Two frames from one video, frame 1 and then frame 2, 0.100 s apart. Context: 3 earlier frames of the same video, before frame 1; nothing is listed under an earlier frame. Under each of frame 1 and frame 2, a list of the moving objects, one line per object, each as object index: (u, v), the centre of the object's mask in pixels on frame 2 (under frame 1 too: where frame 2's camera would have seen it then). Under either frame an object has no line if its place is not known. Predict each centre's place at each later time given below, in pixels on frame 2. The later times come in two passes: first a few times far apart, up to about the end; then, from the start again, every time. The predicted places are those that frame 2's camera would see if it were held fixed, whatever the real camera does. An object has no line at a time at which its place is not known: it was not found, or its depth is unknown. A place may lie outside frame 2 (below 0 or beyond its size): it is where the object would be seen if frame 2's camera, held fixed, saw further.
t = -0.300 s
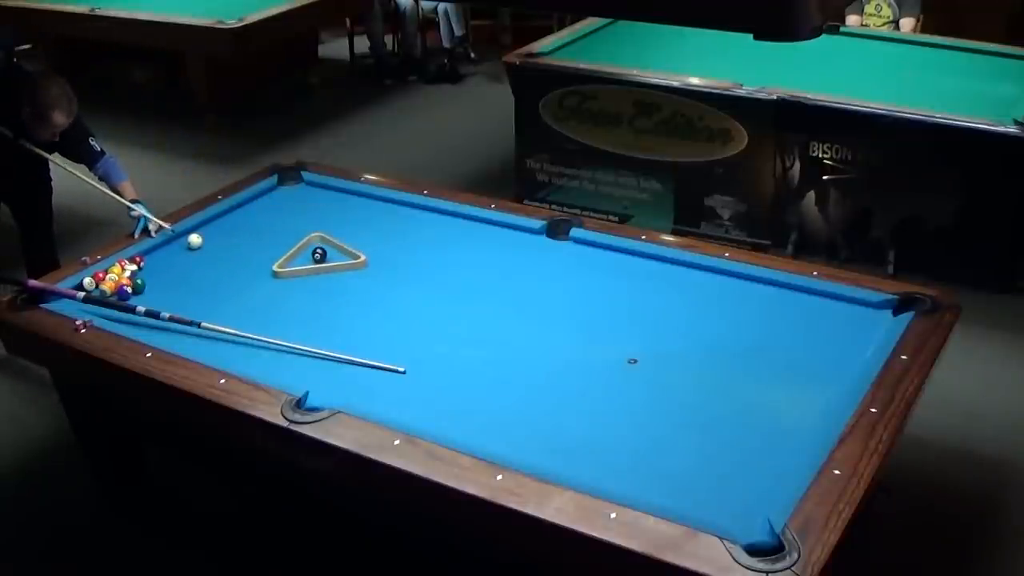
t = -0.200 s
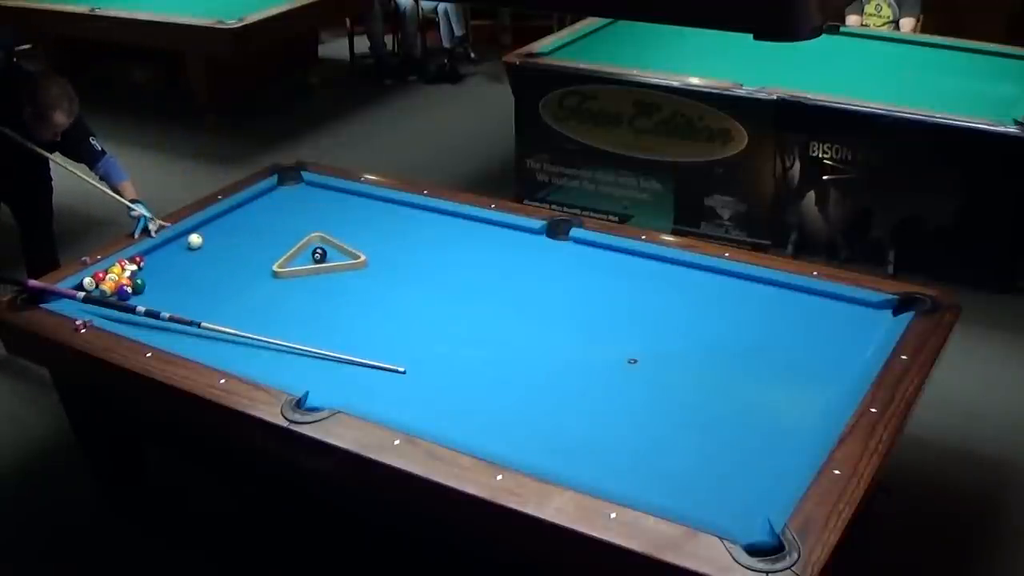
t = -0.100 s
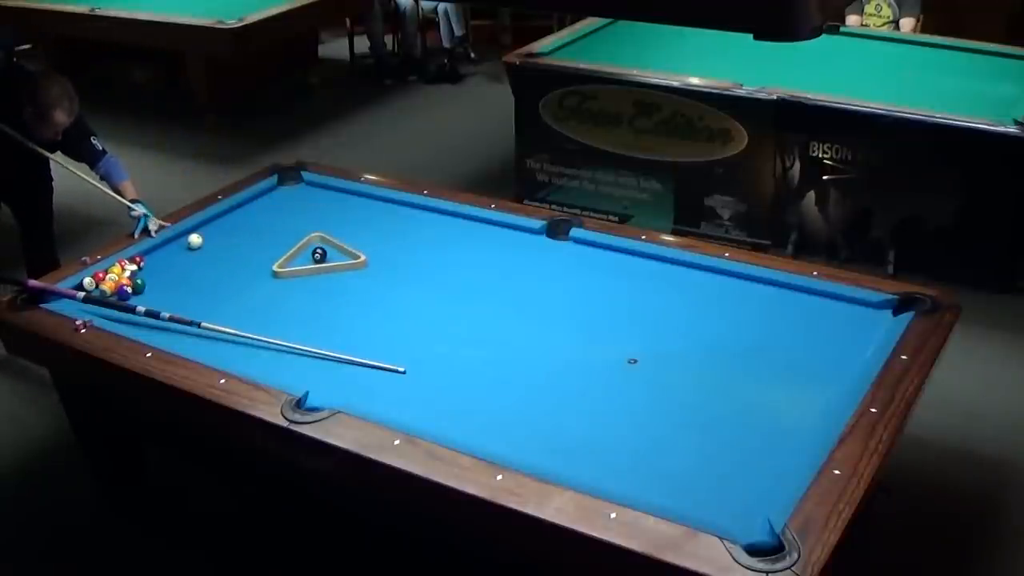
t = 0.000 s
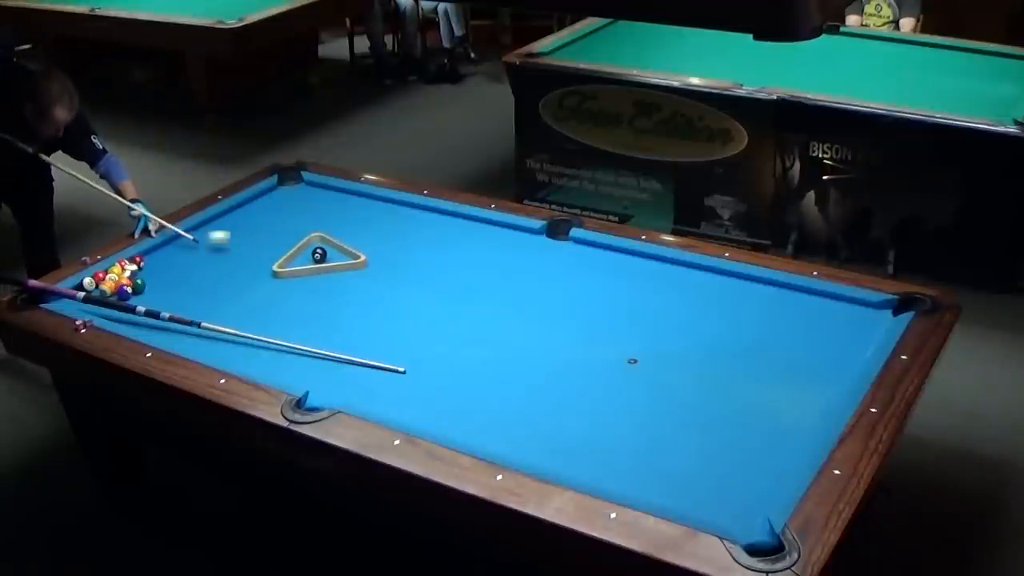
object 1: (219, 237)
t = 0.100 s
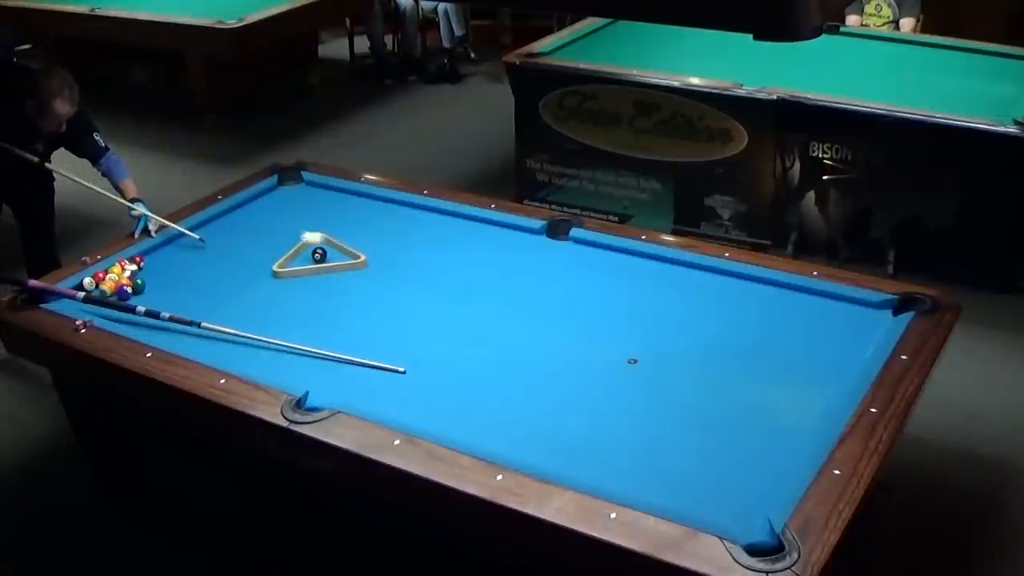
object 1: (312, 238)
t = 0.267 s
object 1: (472, 255)
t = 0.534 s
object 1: (745, 303)
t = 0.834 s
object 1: (788, 293)
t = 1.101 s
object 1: (674, 268)
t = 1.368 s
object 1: (574, 252)
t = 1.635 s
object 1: (481, 238)
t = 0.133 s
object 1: (343, 236)
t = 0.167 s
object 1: (374, 236)
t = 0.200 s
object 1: (406, 240)
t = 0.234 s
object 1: (438, 245)
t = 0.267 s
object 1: (472, 255)
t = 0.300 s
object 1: (508, 269)
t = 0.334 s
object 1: (543, 281)
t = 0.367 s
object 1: (575, 280)
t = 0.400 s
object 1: (609, 280)
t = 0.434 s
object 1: (643, 286)
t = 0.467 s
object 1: (677, 294)
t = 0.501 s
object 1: (712, 301)
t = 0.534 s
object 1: (745, 303)
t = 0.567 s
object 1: (778, 308)
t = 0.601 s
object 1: (812, 314)
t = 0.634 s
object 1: (845, 317)
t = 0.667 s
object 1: (877, 321)
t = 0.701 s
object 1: (866, 317)
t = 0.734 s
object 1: (845, 310)
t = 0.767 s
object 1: (825, 304)
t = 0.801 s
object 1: (807, 299)
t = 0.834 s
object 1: (788, 293)
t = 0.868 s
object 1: (772, 287)
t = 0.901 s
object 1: (756, 282)
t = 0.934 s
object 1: (741, 278)
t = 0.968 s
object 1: (728, 277)
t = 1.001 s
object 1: (714, 275)
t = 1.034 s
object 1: (701, 272)
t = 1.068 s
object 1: (688, 270)
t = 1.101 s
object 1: (674, 268)
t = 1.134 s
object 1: (661, 266)
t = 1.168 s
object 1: (648, 264)
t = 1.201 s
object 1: (635, 262)
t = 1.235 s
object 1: (623, 260)
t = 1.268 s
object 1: (611, 258)
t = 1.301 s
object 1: (598, 256)
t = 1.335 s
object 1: (586, 254)
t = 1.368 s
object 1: (574, 252)
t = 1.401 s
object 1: (562, 250)
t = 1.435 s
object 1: (550, 248)
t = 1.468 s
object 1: (538, 246)
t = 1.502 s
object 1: (527, 245)
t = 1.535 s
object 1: (515, 243)
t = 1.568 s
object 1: (504, 241)
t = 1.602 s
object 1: (492, 240)
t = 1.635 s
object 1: (481, 238)
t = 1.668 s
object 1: (470, 236)
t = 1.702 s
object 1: (460, 234)
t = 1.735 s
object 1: (449, 233)
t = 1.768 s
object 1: (438, 231)
